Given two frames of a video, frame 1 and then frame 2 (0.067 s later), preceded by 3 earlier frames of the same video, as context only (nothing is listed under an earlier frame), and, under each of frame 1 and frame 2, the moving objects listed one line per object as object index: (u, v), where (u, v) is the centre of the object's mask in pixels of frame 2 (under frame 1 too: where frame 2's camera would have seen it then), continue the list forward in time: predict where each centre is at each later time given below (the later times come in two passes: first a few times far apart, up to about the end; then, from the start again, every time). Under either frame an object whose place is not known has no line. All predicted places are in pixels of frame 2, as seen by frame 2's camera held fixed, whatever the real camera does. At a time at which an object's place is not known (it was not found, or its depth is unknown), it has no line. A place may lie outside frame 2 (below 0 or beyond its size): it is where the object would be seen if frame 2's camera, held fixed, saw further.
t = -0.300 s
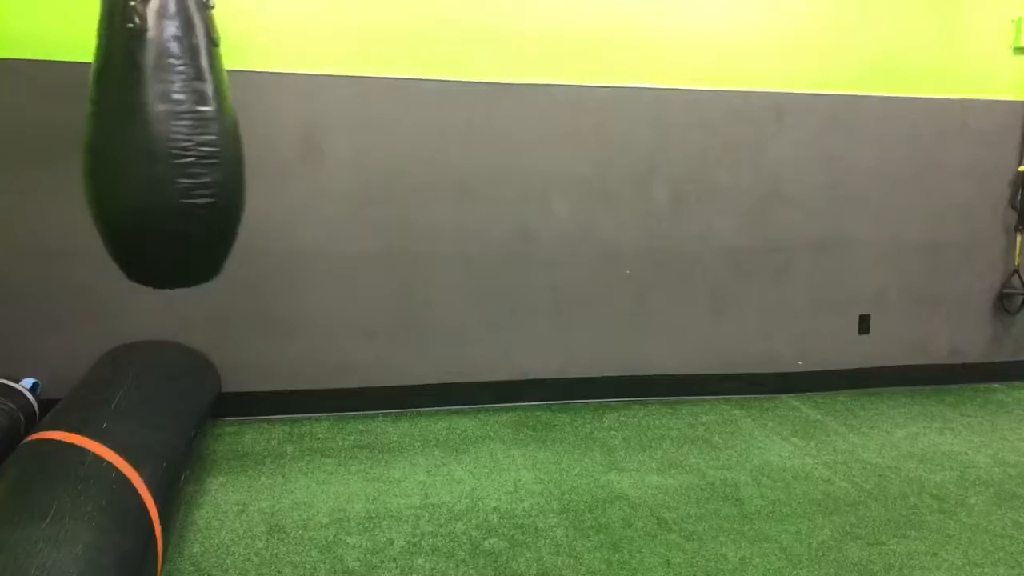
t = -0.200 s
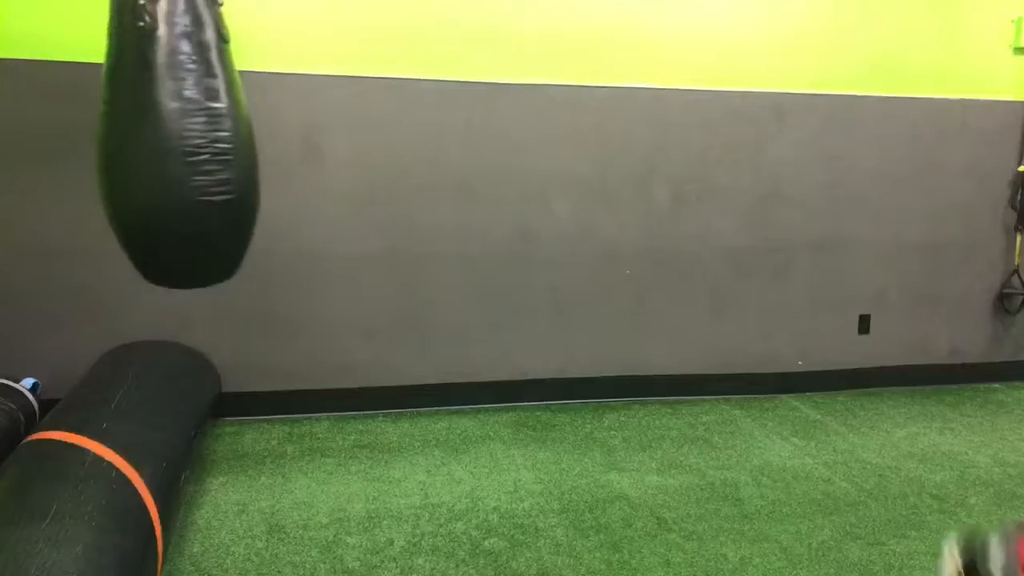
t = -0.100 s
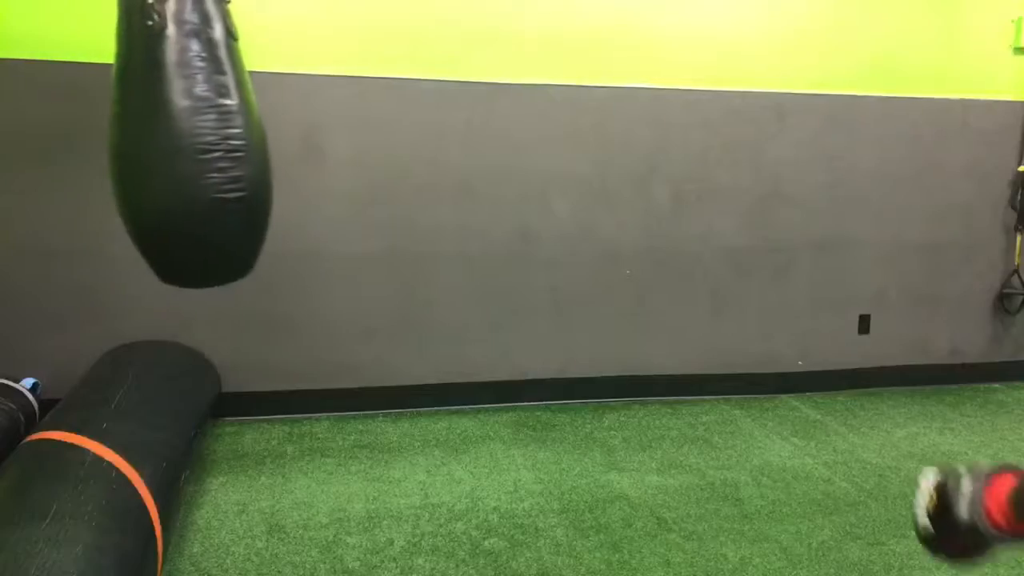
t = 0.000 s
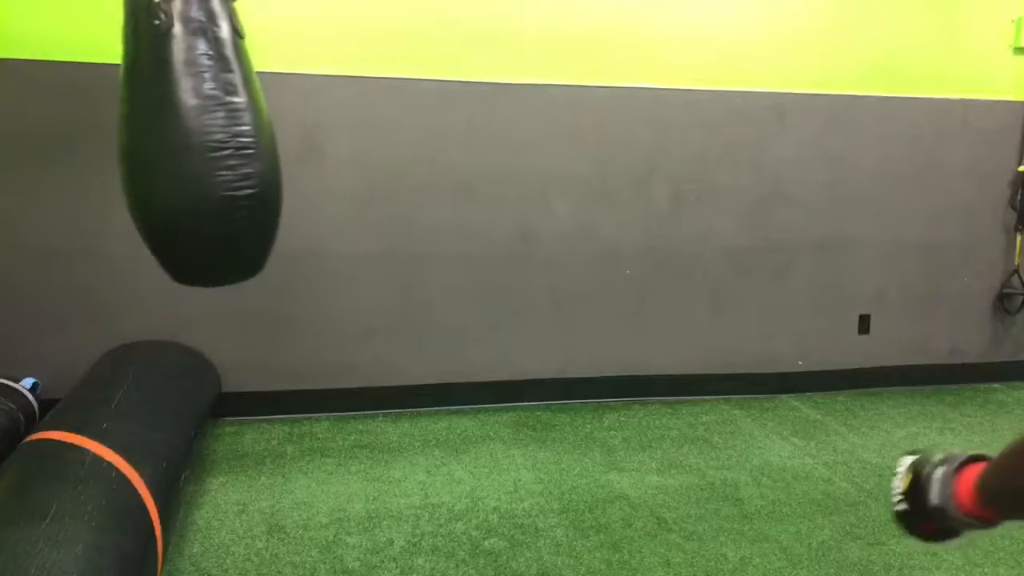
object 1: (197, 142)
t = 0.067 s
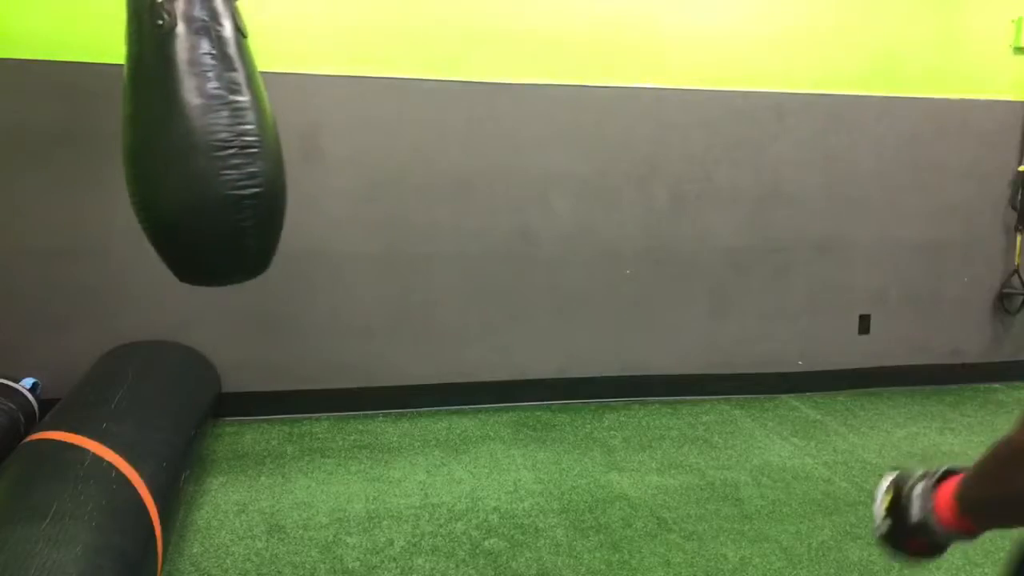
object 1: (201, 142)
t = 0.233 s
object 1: (203, 142)
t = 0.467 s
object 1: (190, 142)
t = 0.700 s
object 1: (162, 141)
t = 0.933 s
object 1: (134, 138)
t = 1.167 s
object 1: (114, 136)
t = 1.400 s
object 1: (113, 138)
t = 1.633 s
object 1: (132, 142)
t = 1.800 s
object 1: (154, 143)
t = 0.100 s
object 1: (202, 141)
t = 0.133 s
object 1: (203, 142)
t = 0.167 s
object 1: (204, 142)
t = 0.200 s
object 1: (203, 142)
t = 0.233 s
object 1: (203, 142)
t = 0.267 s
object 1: (203, 142)
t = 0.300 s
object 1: (202, 141)
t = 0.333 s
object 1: (200, 142)
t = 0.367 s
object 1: (199, 142)
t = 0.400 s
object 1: (196, 142)
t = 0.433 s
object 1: (193, 142)
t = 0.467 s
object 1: (190, 142)
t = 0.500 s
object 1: (186, 142)
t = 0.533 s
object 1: (183, 142)
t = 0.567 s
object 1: (179, 141)
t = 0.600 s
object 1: (175, 142)
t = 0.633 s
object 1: (171, 142)
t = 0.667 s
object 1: (166, 141)
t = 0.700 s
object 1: (162, 141)
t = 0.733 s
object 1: (157, 141)
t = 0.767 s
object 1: (154, 140)
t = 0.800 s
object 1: (150, 139)
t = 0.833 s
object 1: (145, 139)
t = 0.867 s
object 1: (140, 139)
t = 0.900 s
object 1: (137, 139)
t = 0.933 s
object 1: (134, 138)
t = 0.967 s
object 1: (130, 137)
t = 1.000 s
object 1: (127, 137)
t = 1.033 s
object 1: (123, 137)
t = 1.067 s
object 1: (121, 136)
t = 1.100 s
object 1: (118, 136)
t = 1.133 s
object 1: (115, 137)
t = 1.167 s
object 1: (114, 136)
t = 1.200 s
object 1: (112, 136)
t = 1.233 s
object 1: (112, 136)
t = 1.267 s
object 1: (111, 137)
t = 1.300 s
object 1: (111, 137)
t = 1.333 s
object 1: (111, 138)
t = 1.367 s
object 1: (111, 138)
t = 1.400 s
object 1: (113, 138)
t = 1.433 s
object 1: (115, 138)
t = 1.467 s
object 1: (116, 139)
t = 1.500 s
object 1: (118, 140)
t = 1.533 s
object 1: (122, 140)
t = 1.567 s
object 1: (125, 141)
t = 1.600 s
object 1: (128, 141)
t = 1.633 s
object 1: (132, 142)
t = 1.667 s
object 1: (136, 142)
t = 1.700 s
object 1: (140, 142)
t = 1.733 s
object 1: (144, 143)
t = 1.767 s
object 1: (149, 143)
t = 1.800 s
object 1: (154, 143)
